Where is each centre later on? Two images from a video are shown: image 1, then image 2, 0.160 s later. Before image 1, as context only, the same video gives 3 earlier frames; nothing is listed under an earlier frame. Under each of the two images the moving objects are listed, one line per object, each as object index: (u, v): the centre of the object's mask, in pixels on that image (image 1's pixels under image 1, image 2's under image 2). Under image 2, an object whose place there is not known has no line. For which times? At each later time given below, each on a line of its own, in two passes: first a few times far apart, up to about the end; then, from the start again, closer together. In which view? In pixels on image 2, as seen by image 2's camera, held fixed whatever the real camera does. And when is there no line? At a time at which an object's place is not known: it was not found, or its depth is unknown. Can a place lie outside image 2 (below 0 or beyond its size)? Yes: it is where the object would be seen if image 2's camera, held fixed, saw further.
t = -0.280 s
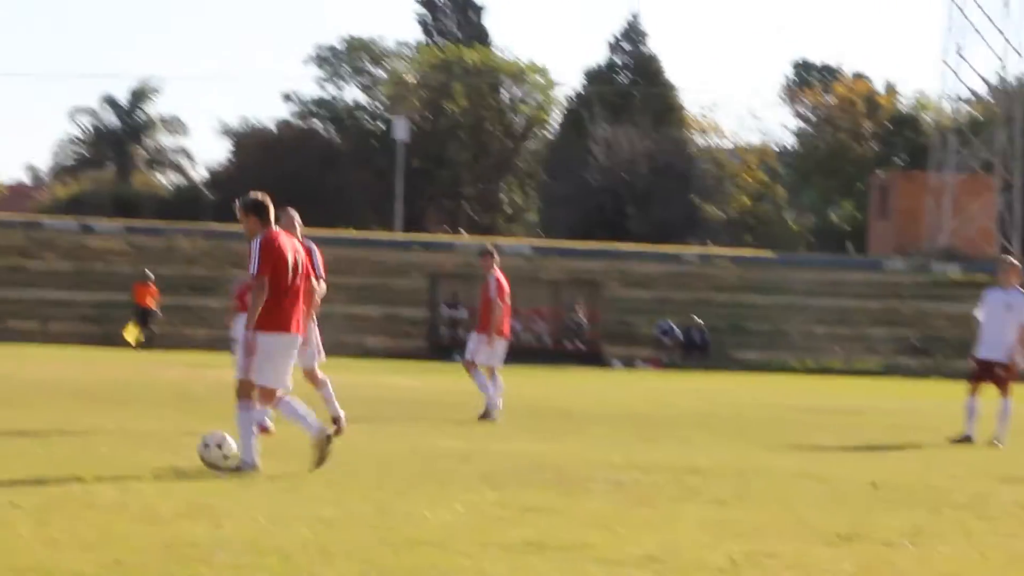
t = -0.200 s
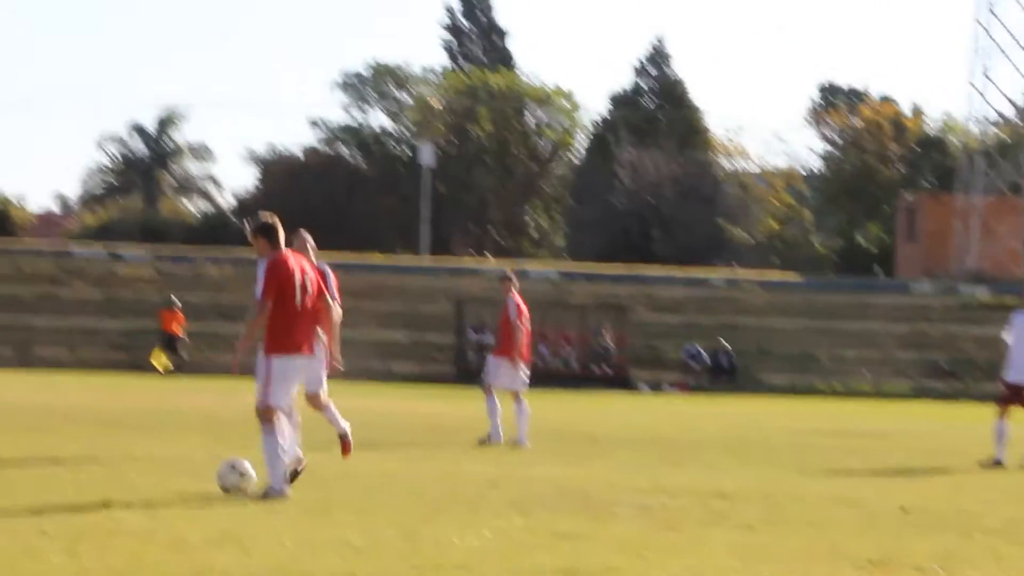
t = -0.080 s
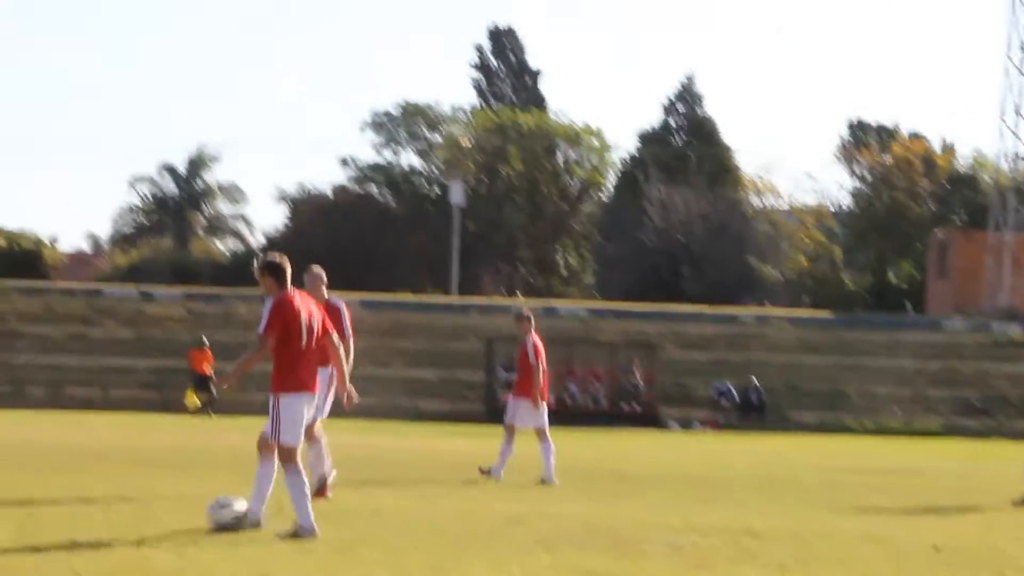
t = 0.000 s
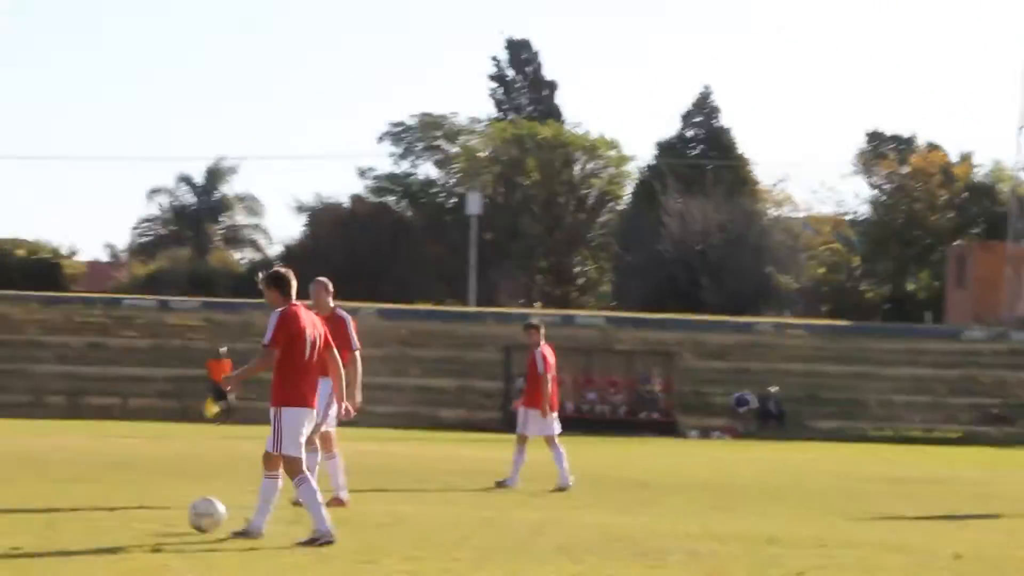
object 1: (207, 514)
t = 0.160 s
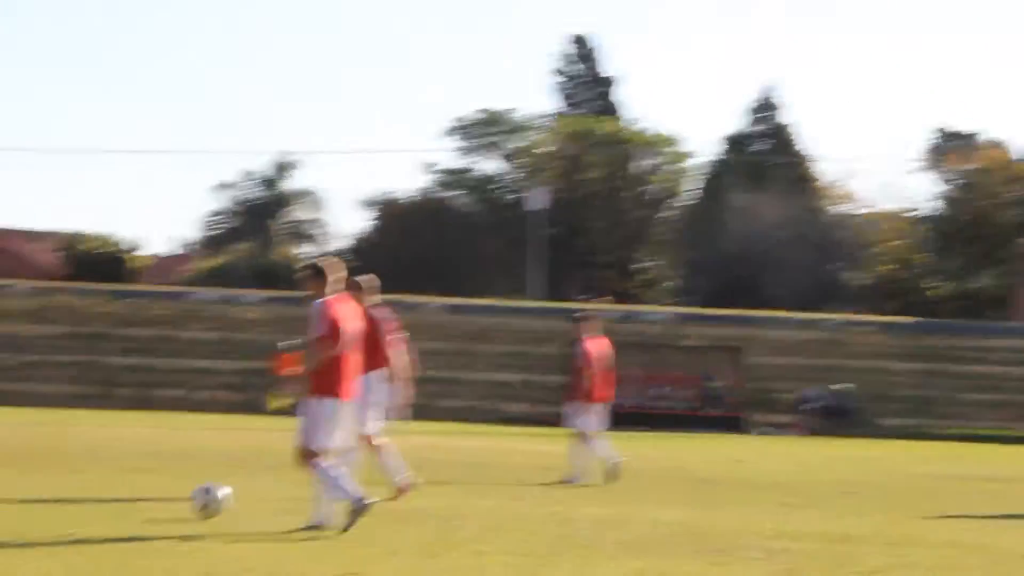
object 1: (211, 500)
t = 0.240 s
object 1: (188, 499)
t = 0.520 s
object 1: (115, 496)
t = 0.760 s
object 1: (57, 490)
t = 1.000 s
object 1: (9, 488)
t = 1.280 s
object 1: (-47, 486)
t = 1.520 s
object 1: (-88, 484)
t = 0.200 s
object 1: (195, 501)
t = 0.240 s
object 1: (188, 499)
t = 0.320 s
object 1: (165, 497)
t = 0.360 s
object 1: (154, 498)
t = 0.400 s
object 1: (145, 497)
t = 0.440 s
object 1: (135, 494)
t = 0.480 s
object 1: (125, 494)
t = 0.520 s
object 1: (115, 496)
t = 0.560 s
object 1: (106, 493)
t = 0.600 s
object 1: (97, 492)
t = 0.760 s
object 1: (57, 490)
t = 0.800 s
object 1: (49, 491)
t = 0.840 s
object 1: (40, 489)
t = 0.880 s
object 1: (34, 488)
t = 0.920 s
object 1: (27, 487)
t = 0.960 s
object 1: (20, 487)
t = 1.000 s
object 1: (9, 488)
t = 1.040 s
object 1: (0, 488)
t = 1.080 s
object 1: (-7, 487)
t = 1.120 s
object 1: (-15, 486)
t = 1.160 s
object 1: (-22, 486)
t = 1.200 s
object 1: (-30, 487)
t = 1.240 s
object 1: (-38, 487)
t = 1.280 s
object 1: (-47, 486)
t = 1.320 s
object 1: (-53, 486)
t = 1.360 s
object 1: (-61, 485)
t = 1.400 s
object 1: (-67, 486)
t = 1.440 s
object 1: (-73, 485)
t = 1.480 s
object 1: (-81, 483)
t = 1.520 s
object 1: (-88, 484)
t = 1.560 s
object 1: (-95, 484)
